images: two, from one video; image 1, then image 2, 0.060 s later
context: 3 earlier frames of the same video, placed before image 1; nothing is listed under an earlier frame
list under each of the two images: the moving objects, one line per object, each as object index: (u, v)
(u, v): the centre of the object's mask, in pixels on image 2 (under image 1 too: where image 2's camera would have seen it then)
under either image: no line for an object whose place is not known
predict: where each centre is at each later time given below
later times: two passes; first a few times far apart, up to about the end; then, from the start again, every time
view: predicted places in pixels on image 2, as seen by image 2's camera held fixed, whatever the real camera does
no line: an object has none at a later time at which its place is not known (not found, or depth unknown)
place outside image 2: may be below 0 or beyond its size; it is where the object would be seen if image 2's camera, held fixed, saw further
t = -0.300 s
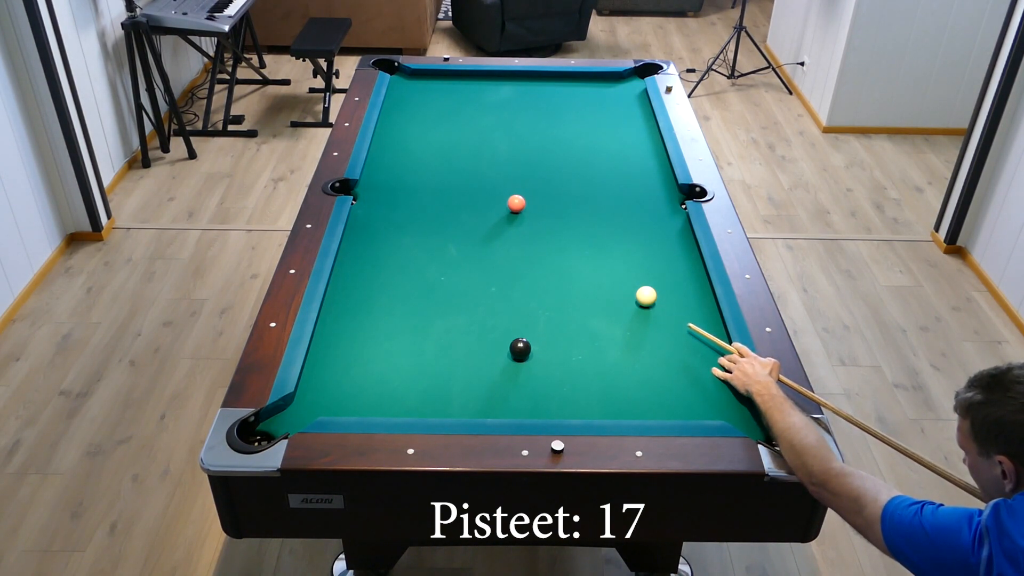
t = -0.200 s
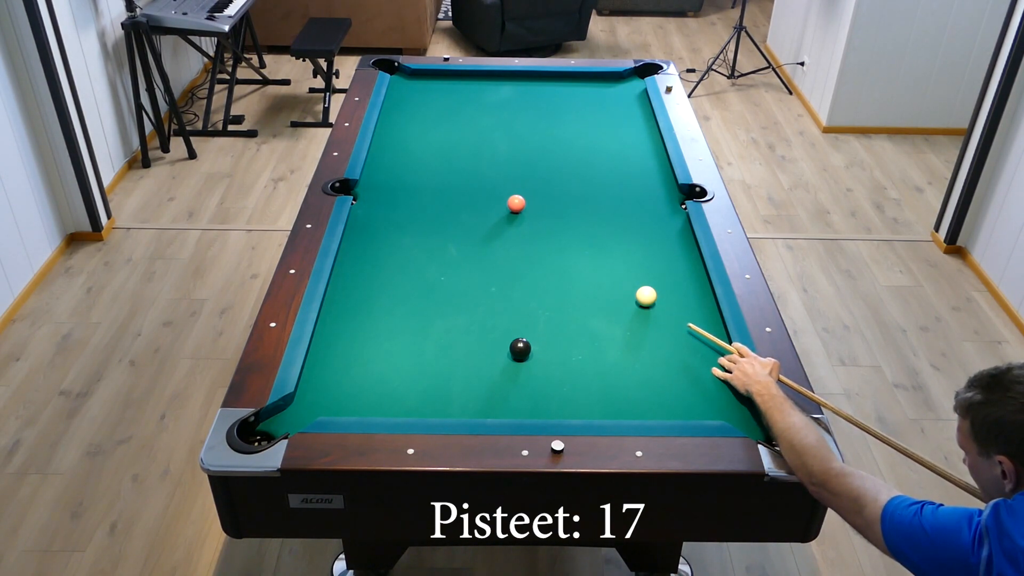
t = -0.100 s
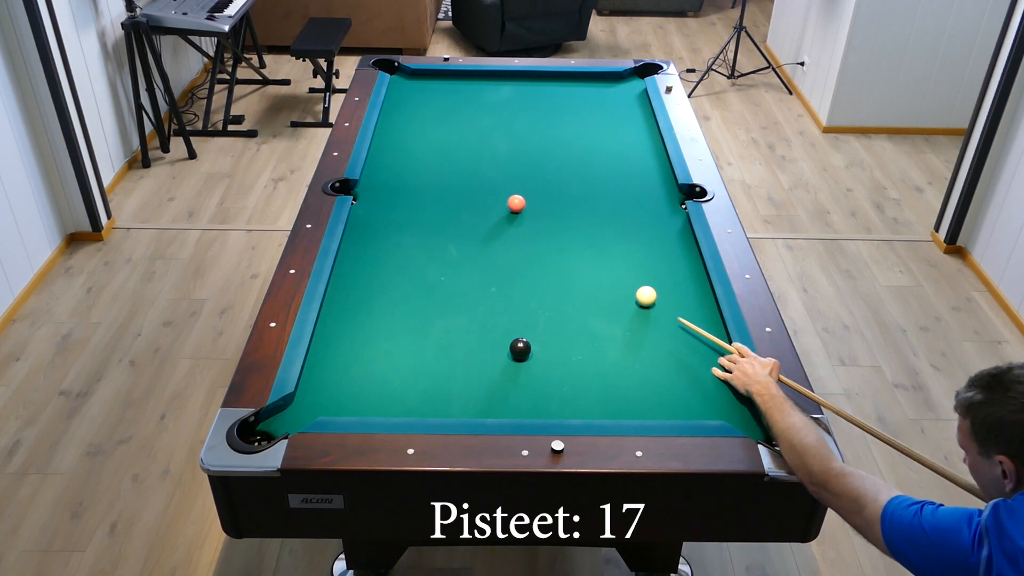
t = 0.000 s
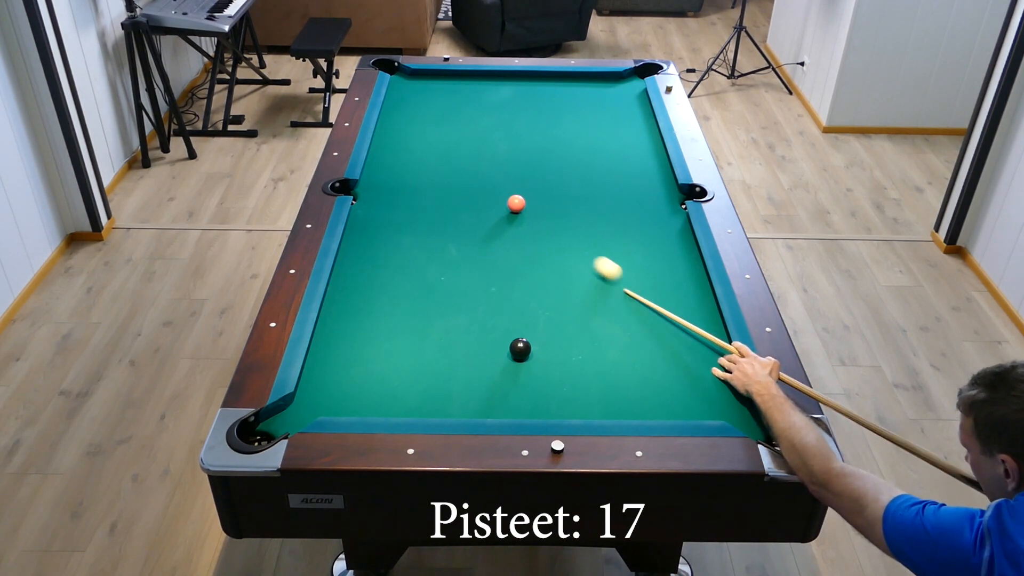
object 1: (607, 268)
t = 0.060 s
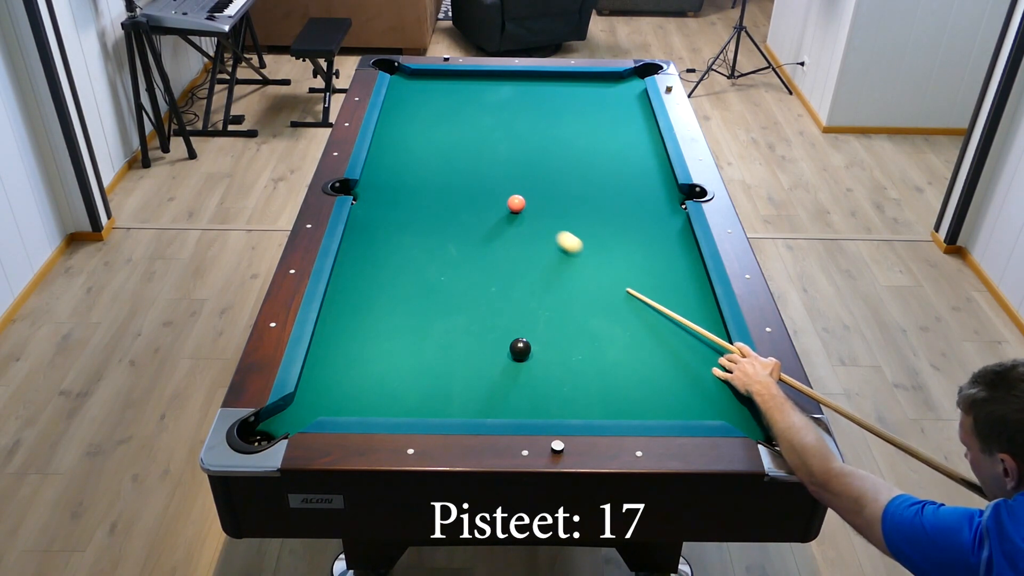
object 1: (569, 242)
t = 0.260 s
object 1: (508, 215)
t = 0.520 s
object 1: (498, 232)
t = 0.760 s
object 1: (491, 249)
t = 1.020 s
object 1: (484, 267)
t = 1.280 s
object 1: (477, 285)
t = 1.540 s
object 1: (470, 303)
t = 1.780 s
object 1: (464, 320)
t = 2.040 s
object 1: (458, 337)
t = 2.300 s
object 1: (452, 353)
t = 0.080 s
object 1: (557, 234)
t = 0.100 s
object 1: (546, 227)
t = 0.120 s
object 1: (535, 219)
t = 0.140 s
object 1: (526, 213)
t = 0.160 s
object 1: (521, 212)
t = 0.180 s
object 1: (518, 212)
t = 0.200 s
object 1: (515, 213)
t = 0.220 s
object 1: (512, 213)
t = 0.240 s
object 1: (510, 214)
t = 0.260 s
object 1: (508, 215)
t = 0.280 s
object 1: (507, 216)
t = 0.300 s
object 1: (505, 217)
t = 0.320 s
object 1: (504, 218)
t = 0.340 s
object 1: (503, 219)
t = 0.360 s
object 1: (502, 221)
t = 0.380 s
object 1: (502, 222)
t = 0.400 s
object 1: (501, 223)
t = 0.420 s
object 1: (501, 225)
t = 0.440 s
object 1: (500, 226)
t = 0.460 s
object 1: (499, 227)
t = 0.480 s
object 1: (499, 229)
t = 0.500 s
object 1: (498, 230)
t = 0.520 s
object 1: (498, 232)
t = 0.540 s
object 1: (497, 233)
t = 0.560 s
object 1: (497, 235)
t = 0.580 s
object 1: (496, 236)
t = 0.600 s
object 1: (496, 237)
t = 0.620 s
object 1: (495, 239)
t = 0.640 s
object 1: (494, 240)
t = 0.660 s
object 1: (494, 242)
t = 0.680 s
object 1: (493, 243)
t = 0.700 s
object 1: (493, 244)
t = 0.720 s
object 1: (492, 246)
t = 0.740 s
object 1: (492, 247)
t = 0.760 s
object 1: (491, 249)
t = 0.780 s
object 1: (490, 250)
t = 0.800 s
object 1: (490, 252)
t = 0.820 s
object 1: (489, 253)
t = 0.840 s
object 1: (489, 254)
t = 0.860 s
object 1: (488, 256)
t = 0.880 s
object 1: (488, 257)
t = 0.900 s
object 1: (487, 259)
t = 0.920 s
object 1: (487, 260)
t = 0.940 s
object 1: (486, 261)
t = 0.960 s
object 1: (485, 263)
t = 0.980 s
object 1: (485, 264)
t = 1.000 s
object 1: (484, 266)
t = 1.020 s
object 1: (484, 267)
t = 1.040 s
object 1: (483, 269)
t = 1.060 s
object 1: (483, 270)
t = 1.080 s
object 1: (482, 271)
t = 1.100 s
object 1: (482, 273)
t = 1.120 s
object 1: (481, 274)
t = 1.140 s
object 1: (480, 276)
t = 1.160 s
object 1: (480, 277)
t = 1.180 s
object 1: (479, 278)
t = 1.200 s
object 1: (479, 280)
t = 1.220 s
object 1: (478, 281)
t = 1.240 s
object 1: (478, 283)
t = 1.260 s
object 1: (477, 284)
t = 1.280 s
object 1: (477, 285)
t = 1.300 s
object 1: (476, 287)
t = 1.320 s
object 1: (476, 288)
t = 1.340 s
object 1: (475, 290)
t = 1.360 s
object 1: (475, 291)
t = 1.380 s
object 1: (474, 292)
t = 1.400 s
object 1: (474, 294)
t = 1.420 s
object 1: (473, 295)
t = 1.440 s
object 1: (473, 297)
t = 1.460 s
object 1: (472, 298)
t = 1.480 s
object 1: (472, 299)
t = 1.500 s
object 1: (471, 301)
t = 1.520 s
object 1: (471, 302)
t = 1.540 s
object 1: (470, 303)
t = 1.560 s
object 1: (470, 305)
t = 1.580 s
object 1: (469, 306)
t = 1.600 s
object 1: (469, 308)
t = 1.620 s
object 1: (468, 309)
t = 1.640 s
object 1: (468, 310)
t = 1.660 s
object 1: (467, 312)
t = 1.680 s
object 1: (467, 313)
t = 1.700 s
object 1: (466, 314)
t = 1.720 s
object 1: (466, 316)
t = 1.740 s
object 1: (465, 317)
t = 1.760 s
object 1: (465, 318)
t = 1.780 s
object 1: (464, 320)
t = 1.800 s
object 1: (464, 321)
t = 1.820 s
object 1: (463, 322)
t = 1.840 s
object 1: (463, 324)
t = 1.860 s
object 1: (462, 325)
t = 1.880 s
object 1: (462, 327)
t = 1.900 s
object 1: (461, 328)
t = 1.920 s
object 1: (461, 329)
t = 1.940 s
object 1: (460, 331)
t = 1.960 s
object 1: (460, 332)
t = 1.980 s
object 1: (459, 333)
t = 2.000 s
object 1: (459, 334)
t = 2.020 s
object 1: (458, 336)
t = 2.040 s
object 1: (458, 337)
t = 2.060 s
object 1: (458, 338)
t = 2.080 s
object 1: (457, 340)
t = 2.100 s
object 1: (457, 341)
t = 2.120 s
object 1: (456, 342)
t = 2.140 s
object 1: (456, 343)
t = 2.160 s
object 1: (455, 345)
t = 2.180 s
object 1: (455, 346)
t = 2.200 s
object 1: (454, 347)
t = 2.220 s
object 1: (454, 348)
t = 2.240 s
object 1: (453, 350)
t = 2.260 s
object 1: (453, 351)
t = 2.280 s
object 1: (452, 352)
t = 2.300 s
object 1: (452, 353)
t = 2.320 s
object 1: (451, 355)
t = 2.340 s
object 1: (451, 356)
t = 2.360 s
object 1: (451, 357)
